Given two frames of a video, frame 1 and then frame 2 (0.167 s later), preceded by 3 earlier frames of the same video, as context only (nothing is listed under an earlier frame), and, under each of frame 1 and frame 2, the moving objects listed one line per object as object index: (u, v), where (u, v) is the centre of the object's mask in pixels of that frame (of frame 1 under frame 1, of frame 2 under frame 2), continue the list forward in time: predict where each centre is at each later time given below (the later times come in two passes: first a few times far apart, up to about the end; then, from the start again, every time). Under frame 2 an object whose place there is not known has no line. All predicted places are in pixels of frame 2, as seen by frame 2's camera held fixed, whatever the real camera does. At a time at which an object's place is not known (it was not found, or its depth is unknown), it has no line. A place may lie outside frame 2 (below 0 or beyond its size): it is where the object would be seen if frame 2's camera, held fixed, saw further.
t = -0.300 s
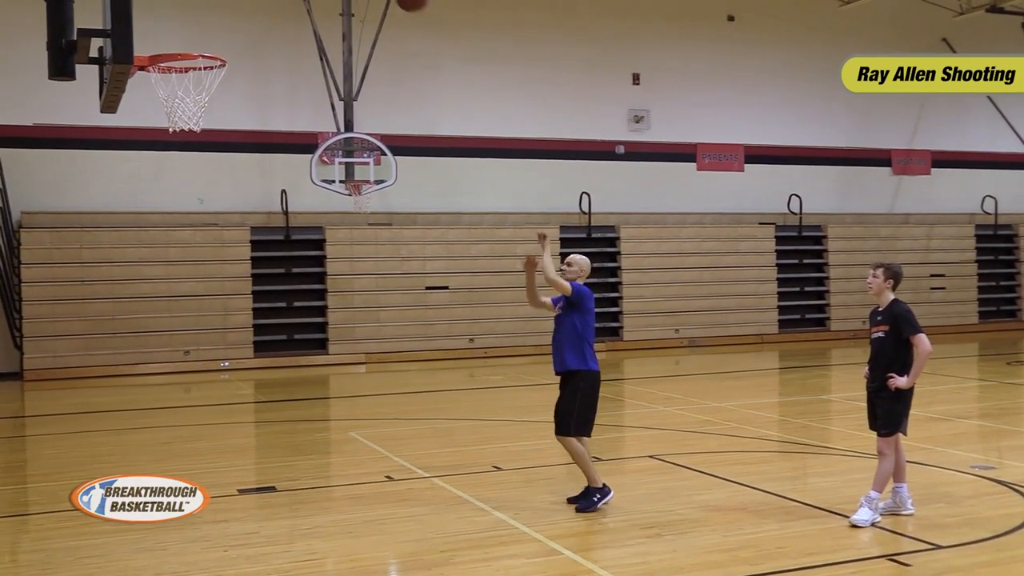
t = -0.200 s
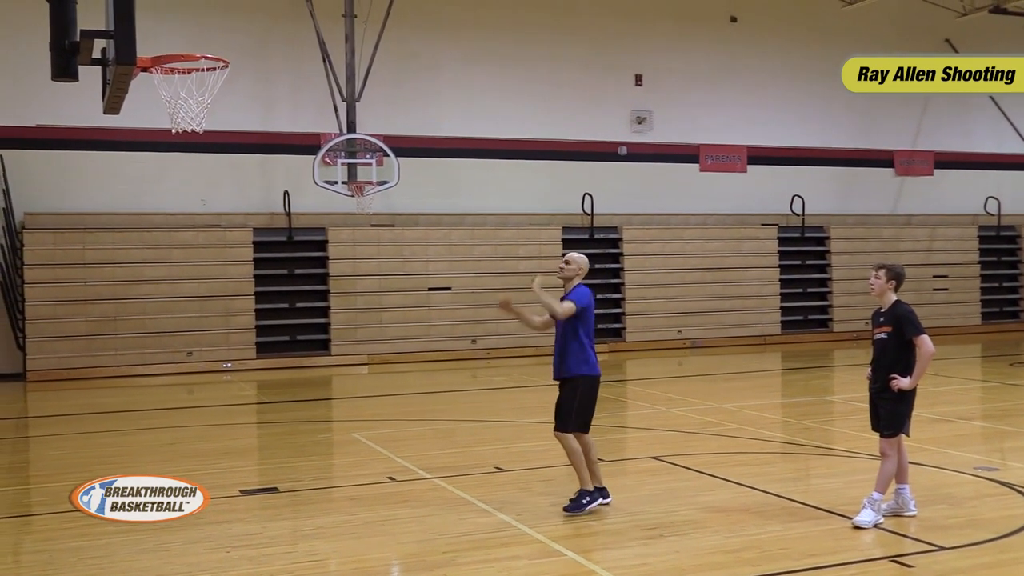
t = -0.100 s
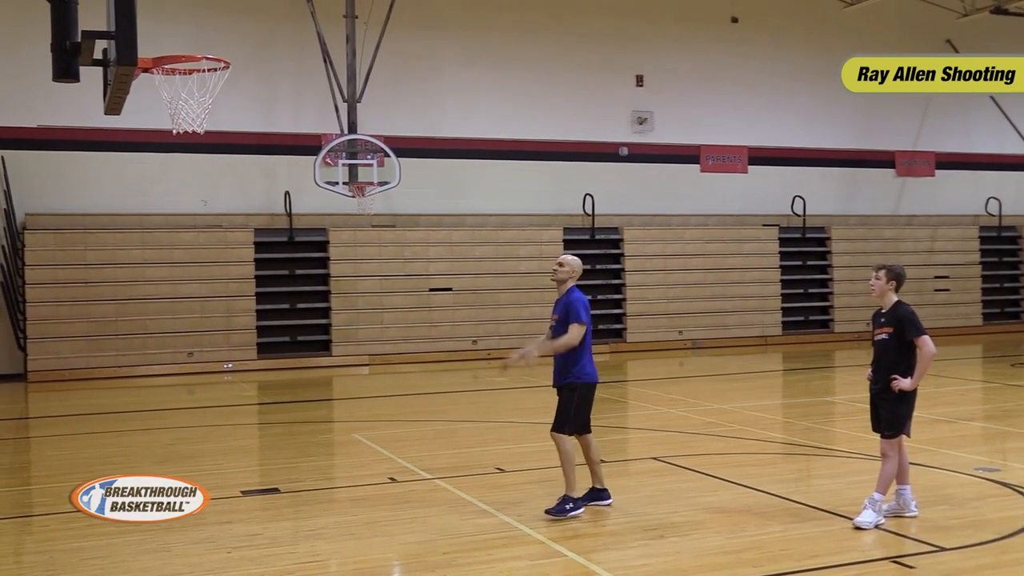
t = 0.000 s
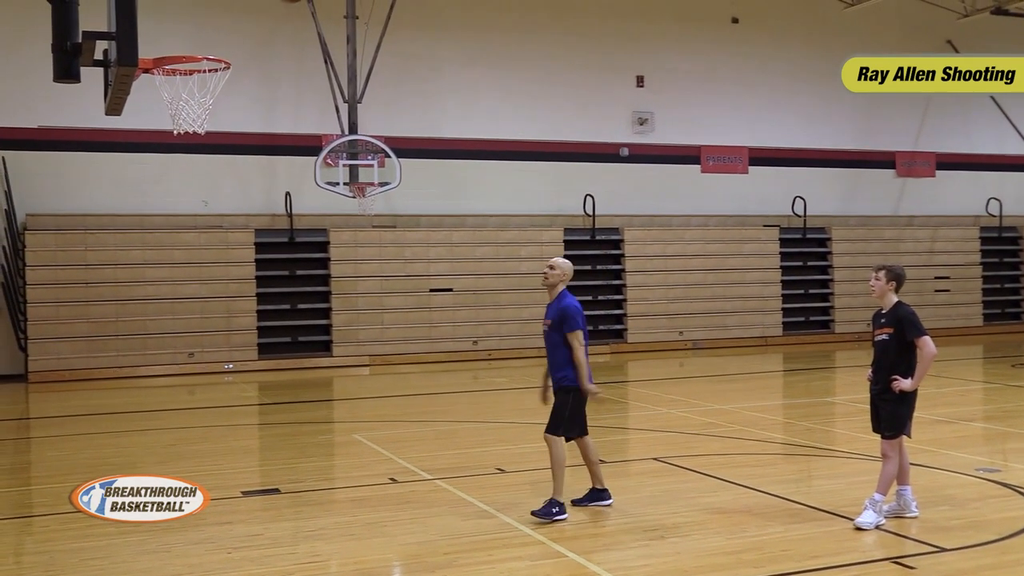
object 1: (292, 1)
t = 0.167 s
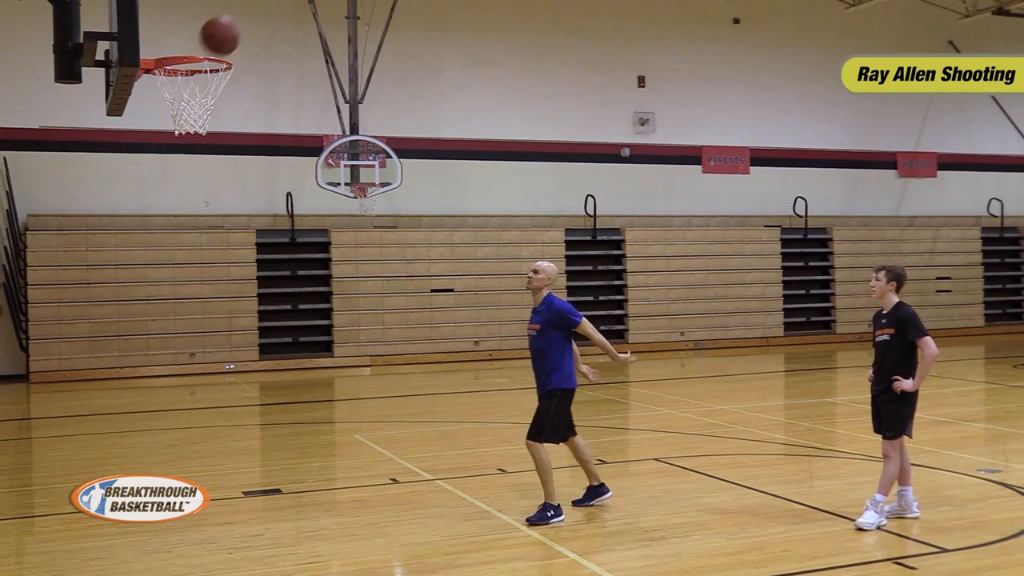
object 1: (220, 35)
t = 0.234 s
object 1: (190, 74)
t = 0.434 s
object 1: (159, 122)
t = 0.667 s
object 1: (153, 226)
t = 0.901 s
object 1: (147, 432)
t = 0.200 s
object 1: (205, 46)
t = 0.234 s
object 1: (190, 74)
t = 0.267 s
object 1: (175, 89)
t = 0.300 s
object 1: (167, 101)
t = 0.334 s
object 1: (162, 106)
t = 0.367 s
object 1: (163, 114)
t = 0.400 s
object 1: (160, 116)
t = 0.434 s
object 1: (159, 122)
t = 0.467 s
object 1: (158, 132)
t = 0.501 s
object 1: (157, 142)
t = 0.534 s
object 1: (157, 154)
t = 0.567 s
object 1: (155, 170)
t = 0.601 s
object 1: (154, 186)
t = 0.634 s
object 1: (154, 204)
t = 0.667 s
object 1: (153, 226)
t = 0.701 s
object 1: (152, 249)
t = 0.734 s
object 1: (151, 273)
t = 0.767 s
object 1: (151, 301)
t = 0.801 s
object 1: (150, 331)
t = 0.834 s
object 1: (149, 362)
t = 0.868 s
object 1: (149, 395)
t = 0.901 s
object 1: (147, 432)
